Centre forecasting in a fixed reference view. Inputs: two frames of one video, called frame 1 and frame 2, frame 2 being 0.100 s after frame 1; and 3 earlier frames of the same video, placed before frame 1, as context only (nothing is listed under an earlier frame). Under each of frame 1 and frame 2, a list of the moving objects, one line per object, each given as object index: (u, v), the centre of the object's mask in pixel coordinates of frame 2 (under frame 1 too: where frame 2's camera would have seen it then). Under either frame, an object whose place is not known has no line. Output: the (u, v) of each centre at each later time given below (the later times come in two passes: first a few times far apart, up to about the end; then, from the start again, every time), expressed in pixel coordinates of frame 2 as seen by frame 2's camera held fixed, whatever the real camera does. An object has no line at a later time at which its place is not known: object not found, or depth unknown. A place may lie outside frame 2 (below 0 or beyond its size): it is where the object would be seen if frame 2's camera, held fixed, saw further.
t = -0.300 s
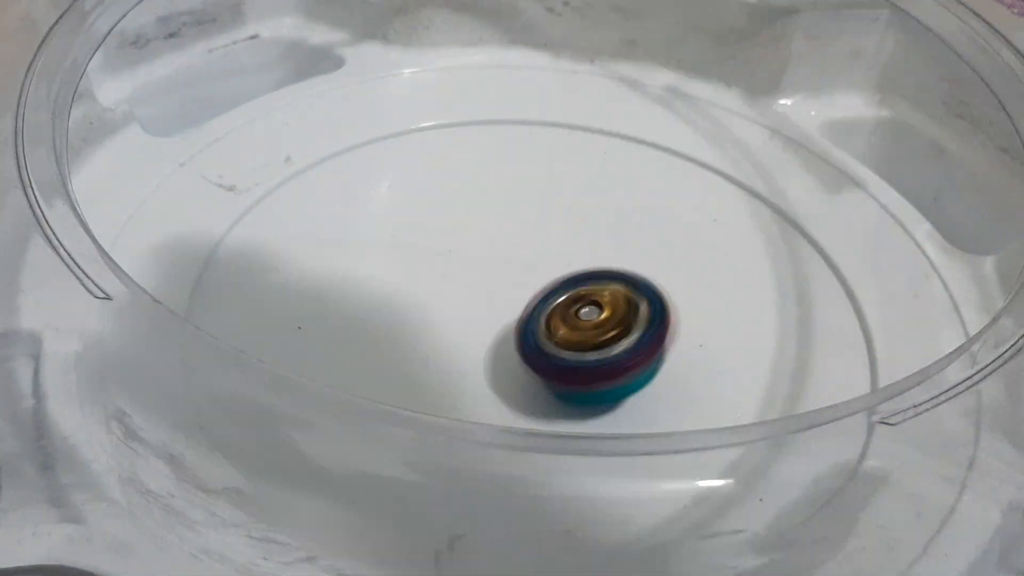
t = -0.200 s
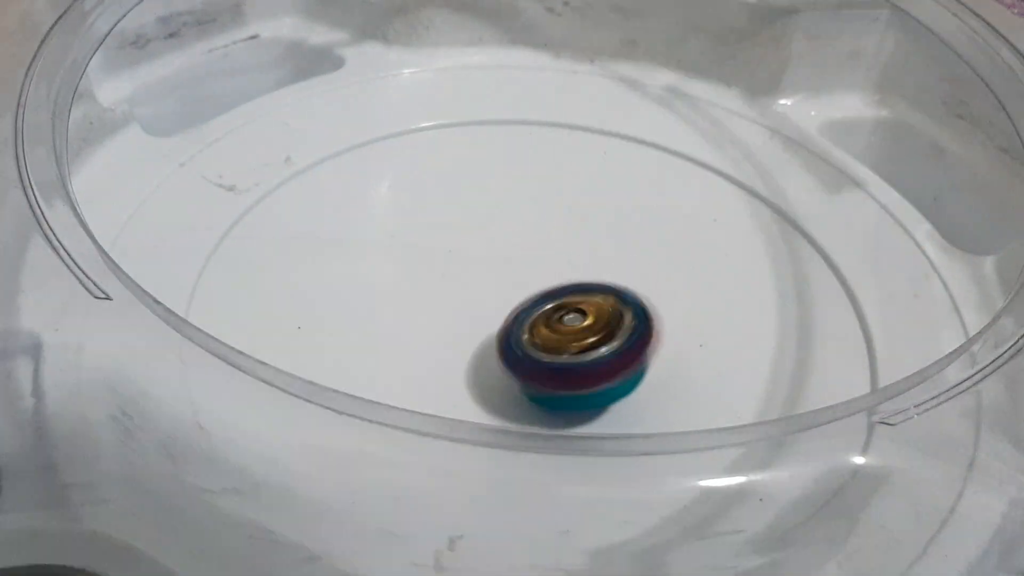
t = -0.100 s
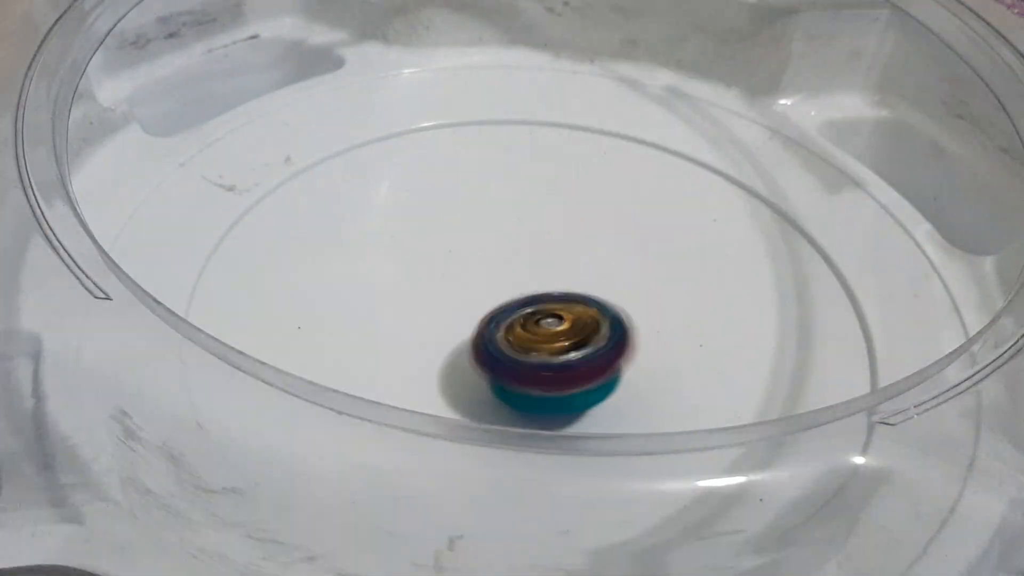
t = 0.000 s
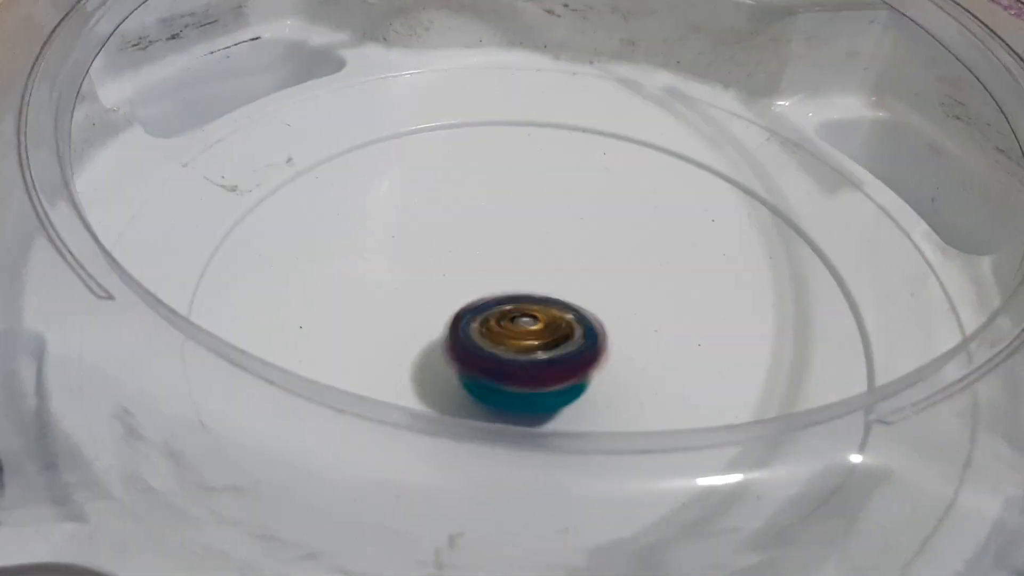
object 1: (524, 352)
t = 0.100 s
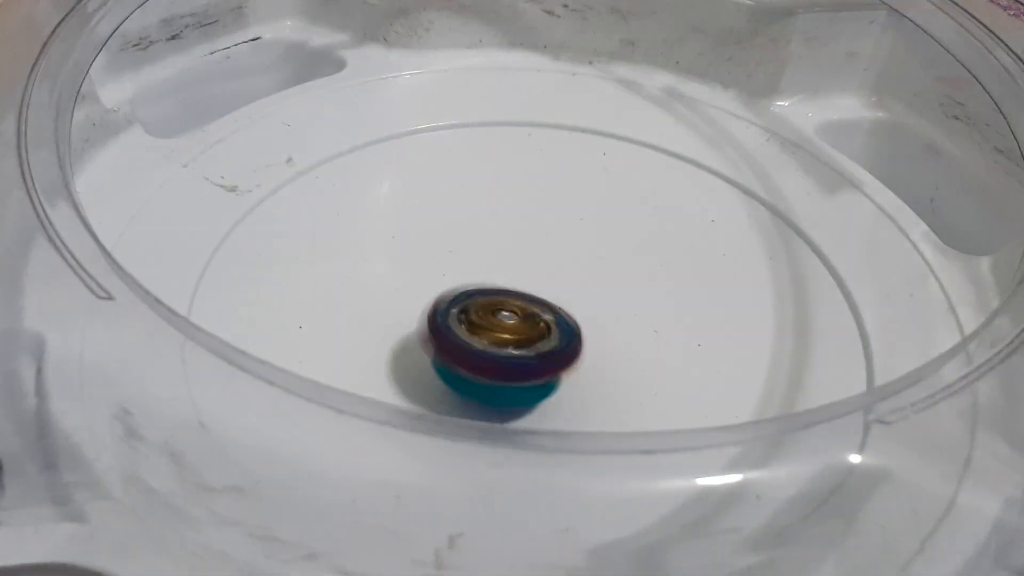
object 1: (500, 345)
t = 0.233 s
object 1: (483, 328)
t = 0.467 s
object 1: (502, 291)
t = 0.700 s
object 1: (557, 279)
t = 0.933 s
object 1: (596, 310)
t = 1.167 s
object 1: (579, 355)
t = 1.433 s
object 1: (505, 358)
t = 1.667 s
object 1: (479, 313)
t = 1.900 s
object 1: (518, 271)
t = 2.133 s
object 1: (582, 283)
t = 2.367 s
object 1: (601, 335)
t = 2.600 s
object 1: (549, 369)
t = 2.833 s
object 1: (479, 346)
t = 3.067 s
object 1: (482, 290)
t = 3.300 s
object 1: (548, 268)
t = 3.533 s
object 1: (605, 305)
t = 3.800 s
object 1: (570, 370)
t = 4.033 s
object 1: (491, 359)
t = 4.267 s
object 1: (477, 301)
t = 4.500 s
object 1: (543, 271)
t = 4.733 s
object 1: (599, 303)
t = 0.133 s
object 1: (493, 342)
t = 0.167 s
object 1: (489, 338)
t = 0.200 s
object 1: (487, 332)
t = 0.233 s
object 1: (483, 328)
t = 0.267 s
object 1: (482, 322)
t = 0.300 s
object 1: (484, 316)
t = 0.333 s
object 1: (484, 311)
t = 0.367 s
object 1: (487, 305)
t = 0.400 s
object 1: (491, 301)
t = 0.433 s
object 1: (496, 295)
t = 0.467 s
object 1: (502, 291)
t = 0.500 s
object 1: (507, 287)
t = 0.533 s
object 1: (515, 284)
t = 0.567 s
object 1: (523, 282)
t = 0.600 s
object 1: (531, 278)
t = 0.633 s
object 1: (540, 278)
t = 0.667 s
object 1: (549, 278)
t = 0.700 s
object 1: (557, 279)
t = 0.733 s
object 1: (565, 281)
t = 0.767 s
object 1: (571, 283)
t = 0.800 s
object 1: (580, 287)
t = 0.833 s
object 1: (586, 292)
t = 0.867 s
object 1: (590, 298)
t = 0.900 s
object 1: (594, 302)
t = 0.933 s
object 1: (596, 310)
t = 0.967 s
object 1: (598, 317)
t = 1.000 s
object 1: (599, 323)
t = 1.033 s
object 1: (597, 331)
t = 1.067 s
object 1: (595, 337)
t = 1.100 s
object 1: (590, 344)
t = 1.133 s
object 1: (585, 349)
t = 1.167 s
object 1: (579, 355)
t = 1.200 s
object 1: (572, 359)
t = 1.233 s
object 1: (563, 361)
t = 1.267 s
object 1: (554, 365)
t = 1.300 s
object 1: (545, 365)
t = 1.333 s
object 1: (533, 366)
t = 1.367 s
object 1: (524, 364)
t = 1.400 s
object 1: (514, 363)
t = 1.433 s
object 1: (505, 358)
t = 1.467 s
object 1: (497, 354)
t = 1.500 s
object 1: (490, 349)
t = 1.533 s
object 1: (486, 342)
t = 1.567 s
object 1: (481, 336)
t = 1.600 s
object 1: (480, 329)
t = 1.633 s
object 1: (478, 322)
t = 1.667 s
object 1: (479, 313)
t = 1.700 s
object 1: (480, 307)
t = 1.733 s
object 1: (484, 299)
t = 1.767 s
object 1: (489, 293)
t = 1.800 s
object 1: (495, 285)
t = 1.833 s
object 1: (502, 280)
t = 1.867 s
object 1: (509, 276)
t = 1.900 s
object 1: (518, 271)
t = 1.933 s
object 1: (527, 270)
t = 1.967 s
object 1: (536, 270)
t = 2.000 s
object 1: (545, 270)
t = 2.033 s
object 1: (555, 273)
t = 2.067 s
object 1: (564, 275)
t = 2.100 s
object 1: (573, 279)
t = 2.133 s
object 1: (582, 283)
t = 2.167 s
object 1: (588, 289)
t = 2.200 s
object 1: (594, 294)
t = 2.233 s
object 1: (598, 302)
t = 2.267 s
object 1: (602, 308)
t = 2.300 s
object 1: (603, 319)
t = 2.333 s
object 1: (603, 326)
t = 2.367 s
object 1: (601, 335)
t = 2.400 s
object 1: (599, 342)
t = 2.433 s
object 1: (594, 350)
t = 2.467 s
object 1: (588, 355)
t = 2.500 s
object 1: (579, 362)
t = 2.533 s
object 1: (571, 366)
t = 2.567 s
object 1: (560, 369)
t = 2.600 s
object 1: (549, 369)
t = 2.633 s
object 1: (537, 370)
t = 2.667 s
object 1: (526, 368)
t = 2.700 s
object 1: (515, 367)
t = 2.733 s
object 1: (504, 362)
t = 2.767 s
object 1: (495, 358)
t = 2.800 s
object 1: (487, 351)
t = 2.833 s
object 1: (479, 346)
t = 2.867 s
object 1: (475, 337)
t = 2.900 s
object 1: (471, 330)
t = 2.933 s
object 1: (470, 321)
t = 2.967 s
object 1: (469, 313)
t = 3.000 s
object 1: (472, 304)
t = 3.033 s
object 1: (475, 297)
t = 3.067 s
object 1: (482, 290)
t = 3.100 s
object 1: (488, 283)
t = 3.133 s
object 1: (497, 278)
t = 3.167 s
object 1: (506, 272)
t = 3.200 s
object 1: (516, 270)
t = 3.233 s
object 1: (526, 267)
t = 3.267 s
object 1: (537, 268)
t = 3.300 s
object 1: (548, 268)
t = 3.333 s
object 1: (559, 270)
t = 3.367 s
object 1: (568, 274)
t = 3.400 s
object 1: (579, 277)
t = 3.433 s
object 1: (587, 284)
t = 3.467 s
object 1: (595, 289)
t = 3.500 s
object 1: (600, 298)
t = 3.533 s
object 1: (605, 305)
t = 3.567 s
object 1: (607, 315)
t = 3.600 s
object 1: (608, 324)
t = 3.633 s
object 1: (607, 334)
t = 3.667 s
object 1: (603, 342)
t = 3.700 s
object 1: (598, 351)
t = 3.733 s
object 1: (589, 359)
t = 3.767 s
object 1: (580, 366)
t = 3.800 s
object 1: (570, 370)
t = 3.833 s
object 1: (558, 372)
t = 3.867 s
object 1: (547, 374)
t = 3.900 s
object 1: (535, 373)
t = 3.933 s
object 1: (523, 371)
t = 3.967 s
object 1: (511, 369)
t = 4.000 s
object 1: (500, 363)
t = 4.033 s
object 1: (491, 359)
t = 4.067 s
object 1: (483, 352)
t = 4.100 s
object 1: (477, 346)
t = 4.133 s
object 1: (474, 336)
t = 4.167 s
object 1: (471, 327)
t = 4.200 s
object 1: (472, 317)
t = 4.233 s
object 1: (474, 309)
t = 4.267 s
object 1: (477, 301)
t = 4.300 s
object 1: (483, 294)
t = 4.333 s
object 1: (490, 286)
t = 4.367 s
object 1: (500, 279)
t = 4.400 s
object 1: (509, 275)
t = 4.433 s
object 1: (520, 273)
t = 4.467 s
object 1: (531, 272)
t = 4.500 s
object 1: (543, 271)
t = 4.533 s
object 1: (553, 271)
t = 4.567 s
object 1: (562, 274)
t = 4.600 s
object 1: (571, 277)
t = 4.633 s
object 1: (579, 283)
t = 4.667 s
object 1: (589, 288)
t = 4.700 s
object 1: (594, 295)
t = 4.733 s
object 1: (599, 303)
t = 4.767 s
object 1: (601, 312)
